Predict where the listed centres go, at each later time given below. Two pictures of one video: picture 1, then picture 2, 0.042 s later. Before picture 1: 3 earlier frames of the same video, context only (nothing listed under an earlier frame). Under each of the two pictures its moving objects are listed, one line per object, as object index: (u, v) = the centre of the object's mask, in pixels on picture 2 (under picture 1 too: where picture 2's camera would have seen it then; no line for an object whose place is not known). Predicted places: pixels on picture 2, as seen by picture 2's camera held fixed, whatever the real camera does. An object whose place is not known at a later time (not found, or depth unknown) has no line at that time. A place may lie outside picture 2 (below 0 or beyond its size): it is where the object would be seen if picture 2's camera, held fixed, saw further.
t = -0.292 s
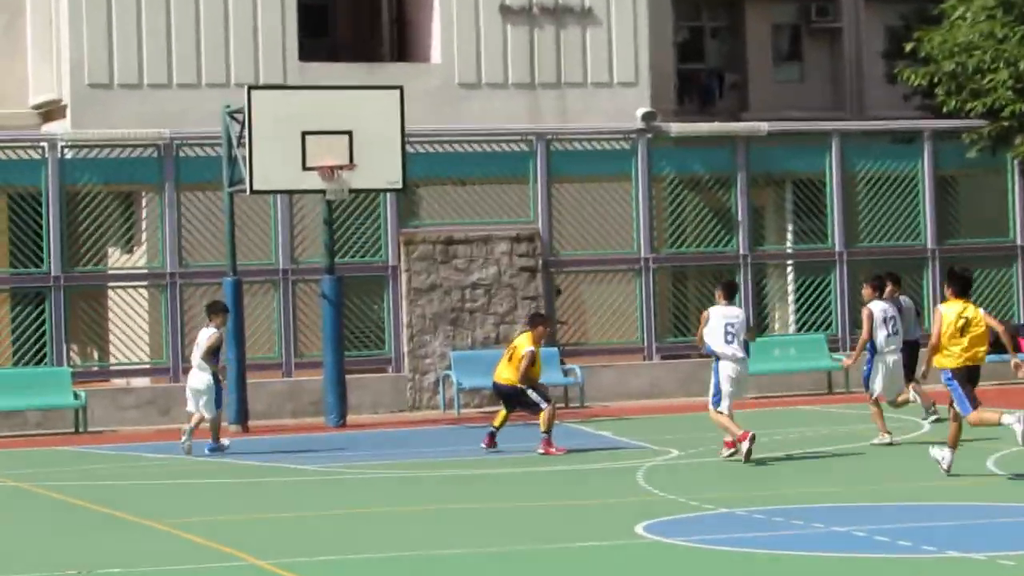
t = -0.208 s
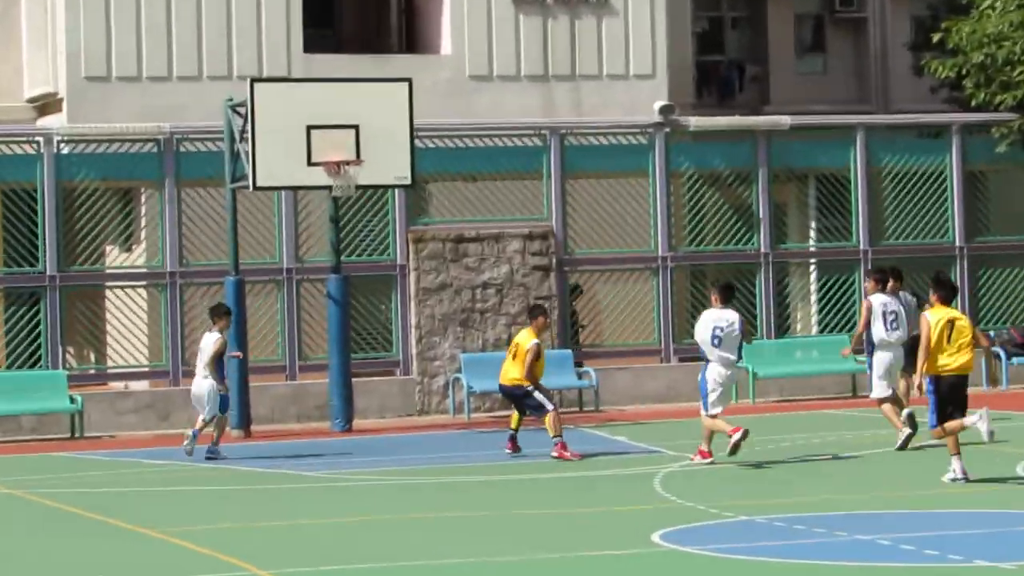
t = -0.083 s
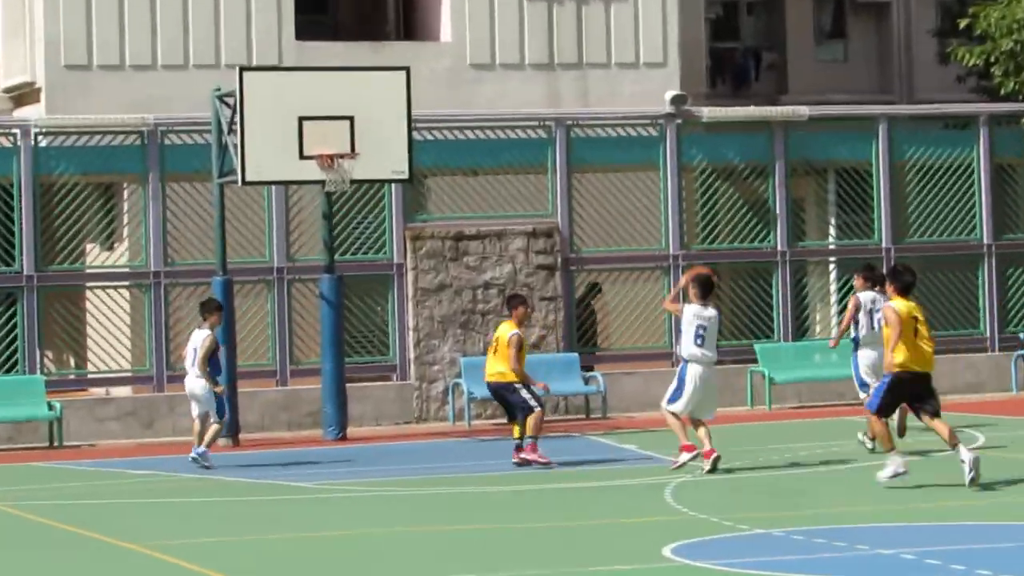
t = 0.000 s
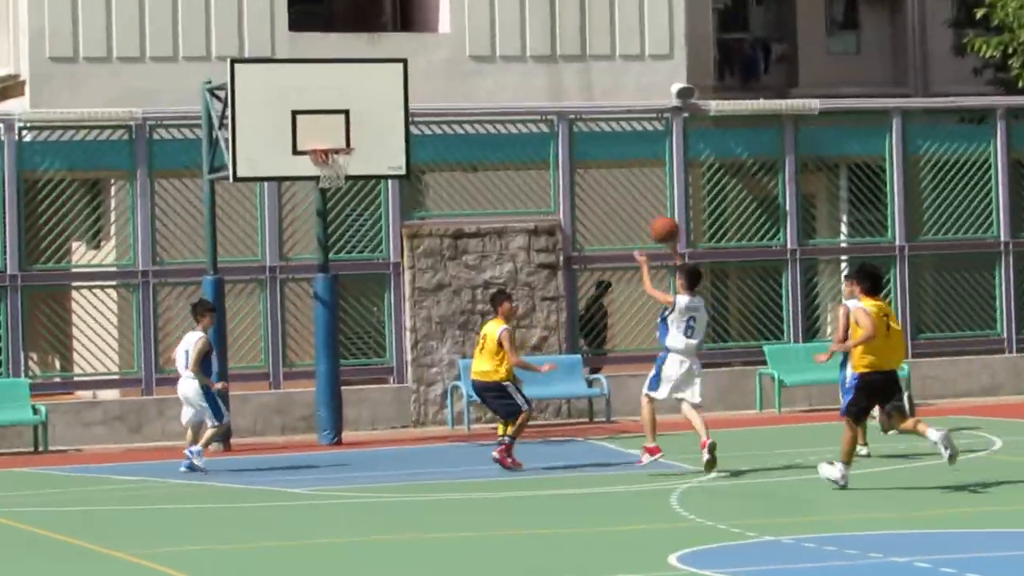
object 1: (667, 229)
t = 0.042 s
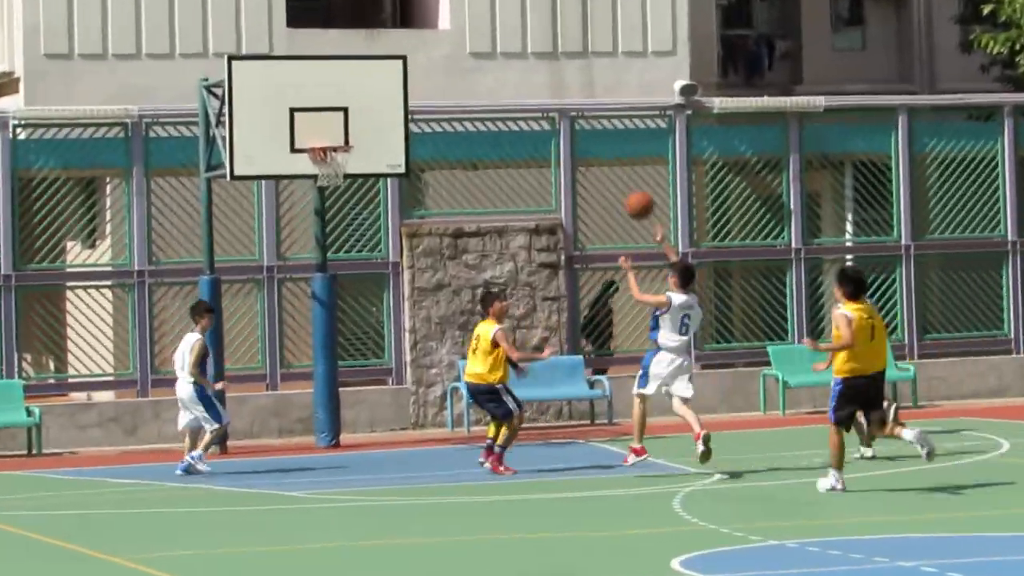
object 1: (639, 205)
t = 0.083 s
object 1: (611, 184)
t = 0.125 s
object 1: (584, 166)
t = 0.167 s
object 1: (557, 150)
